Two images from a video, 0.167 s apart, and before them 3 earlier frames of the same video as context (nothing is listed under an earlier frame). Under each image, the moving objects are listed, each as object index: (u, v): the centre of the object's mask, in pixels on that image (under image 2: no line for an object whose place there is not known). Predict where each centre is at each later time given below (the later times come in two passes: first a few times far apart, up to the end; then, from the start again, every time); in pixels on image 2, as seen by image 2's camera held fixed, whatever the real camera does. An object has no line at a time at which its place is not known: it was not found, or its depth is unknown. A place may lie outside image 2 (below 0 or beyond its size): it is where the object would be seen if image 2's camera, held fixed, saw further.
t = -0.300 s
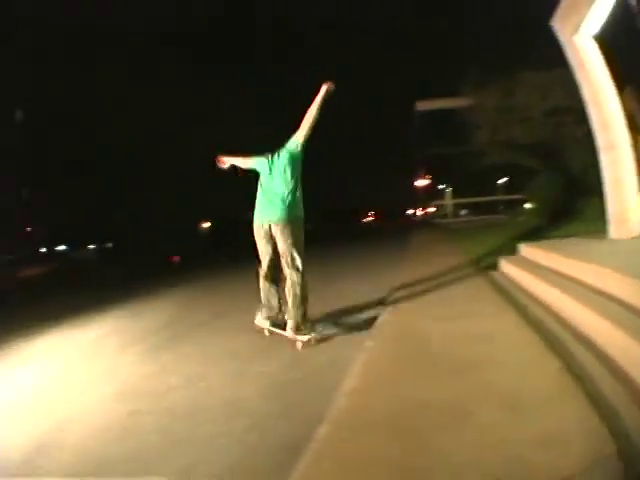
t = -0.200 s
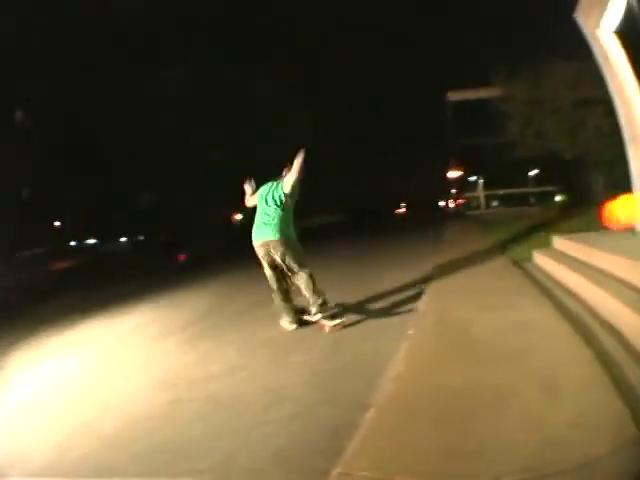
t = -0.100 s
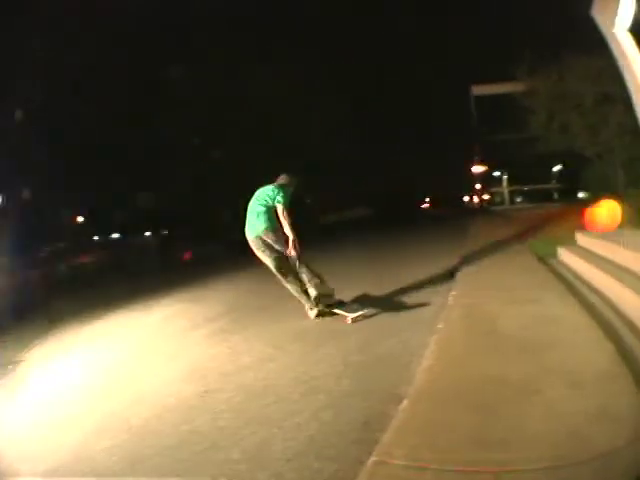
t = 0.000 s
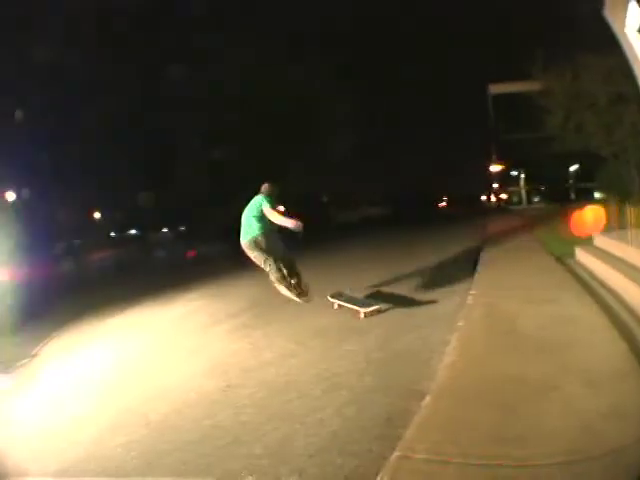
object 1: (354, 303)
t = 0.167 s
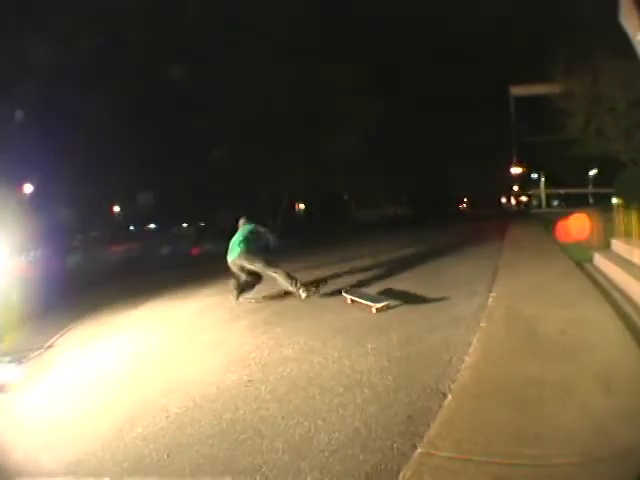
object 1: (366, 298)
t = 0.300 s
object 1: (359, 296)
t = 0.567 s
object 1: (352, 292)
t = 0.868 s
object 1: (345, 289)
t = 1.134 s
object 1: (341, 283)
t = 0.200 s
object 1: (364, 298)
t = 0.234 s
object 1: (363, 297)
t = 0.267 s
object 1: (362, 297)
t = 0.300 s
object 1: (359, 296)
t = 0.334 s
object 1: (358, 295)
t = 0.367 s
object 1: (357, 295)
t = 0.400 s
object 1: (356, 294)
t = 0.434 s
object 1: (355, 294)
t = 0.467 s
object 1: (354, 294)
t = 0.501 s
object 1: (353, 294)
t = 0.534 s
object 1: (352, 293)
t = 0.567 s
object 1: (352, 292)
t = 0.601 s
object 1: (351, 292)
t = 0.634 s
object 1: (350, 292)
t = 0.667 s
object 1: (349, 291)
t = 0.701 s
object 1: (348, 291)
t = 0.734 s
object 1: (348, 290)
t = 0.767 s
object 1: (347, 290)
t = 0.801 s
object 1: (347, 290)
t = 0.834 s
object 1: (346, 289)
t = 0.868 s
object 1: (345, 289)
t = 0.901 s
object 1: (345, 288)
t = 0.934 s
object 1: (345, 288)
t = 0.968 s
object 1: (344, 287)
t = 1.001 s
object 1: (343, 287)
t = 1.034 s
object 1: (342, 286)
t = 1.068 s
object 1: (342, 285)
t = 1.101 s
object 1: (341, 284)
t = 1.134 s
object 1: (341, 283)
